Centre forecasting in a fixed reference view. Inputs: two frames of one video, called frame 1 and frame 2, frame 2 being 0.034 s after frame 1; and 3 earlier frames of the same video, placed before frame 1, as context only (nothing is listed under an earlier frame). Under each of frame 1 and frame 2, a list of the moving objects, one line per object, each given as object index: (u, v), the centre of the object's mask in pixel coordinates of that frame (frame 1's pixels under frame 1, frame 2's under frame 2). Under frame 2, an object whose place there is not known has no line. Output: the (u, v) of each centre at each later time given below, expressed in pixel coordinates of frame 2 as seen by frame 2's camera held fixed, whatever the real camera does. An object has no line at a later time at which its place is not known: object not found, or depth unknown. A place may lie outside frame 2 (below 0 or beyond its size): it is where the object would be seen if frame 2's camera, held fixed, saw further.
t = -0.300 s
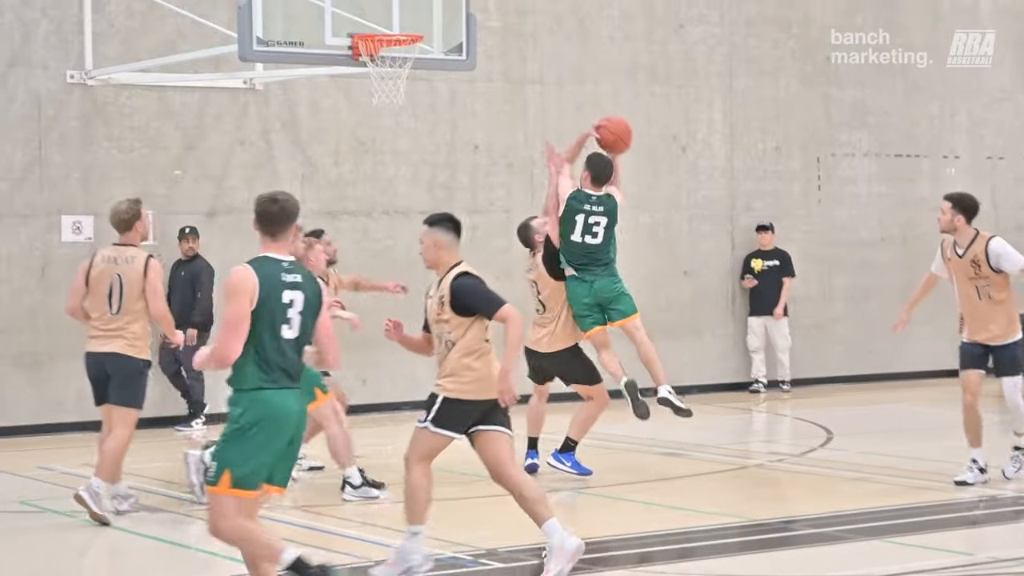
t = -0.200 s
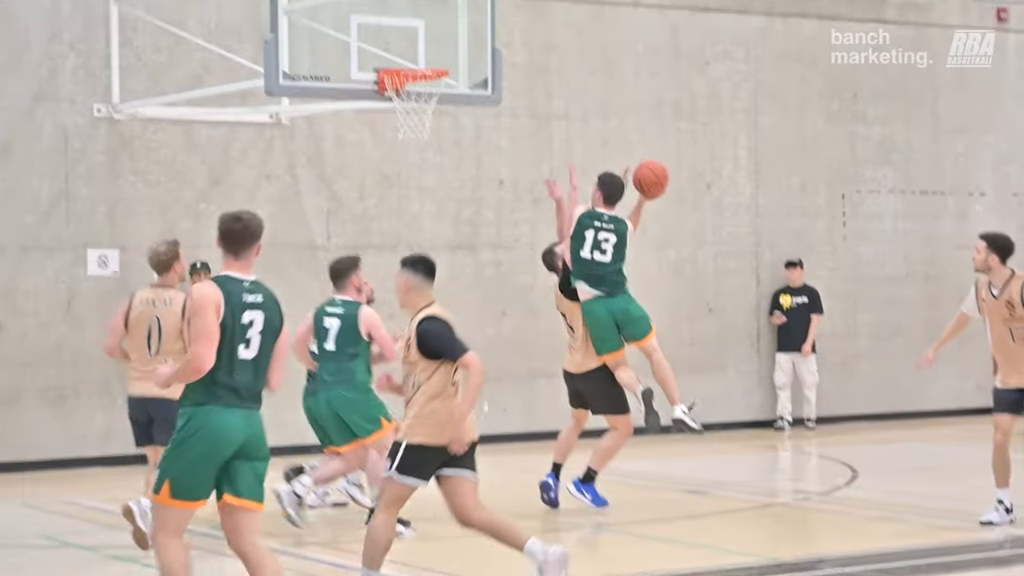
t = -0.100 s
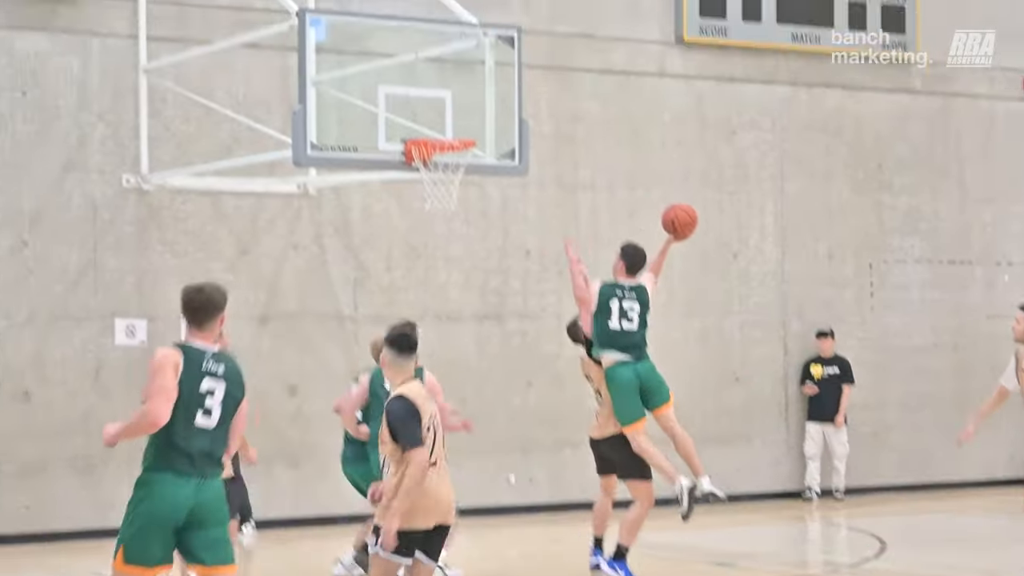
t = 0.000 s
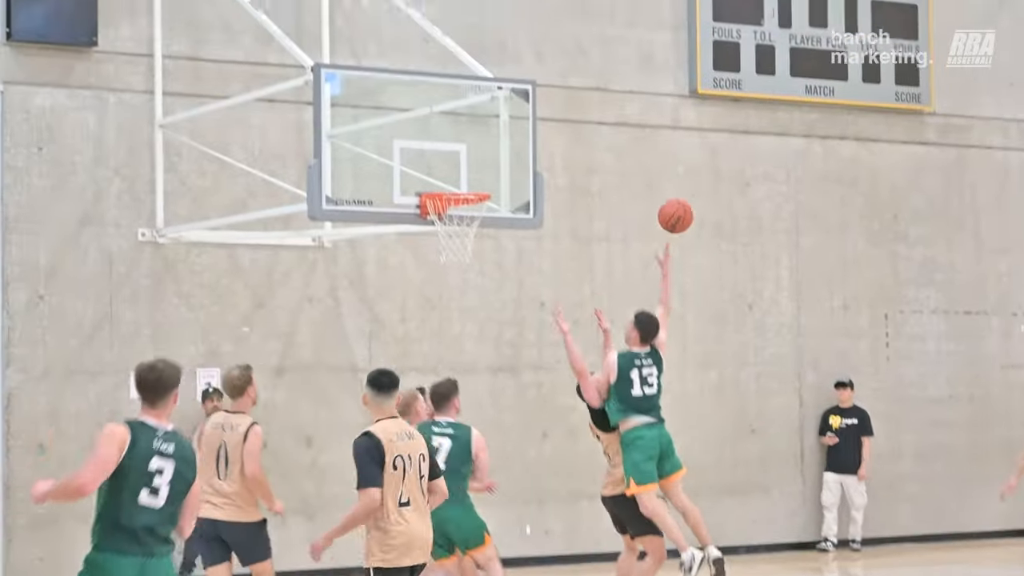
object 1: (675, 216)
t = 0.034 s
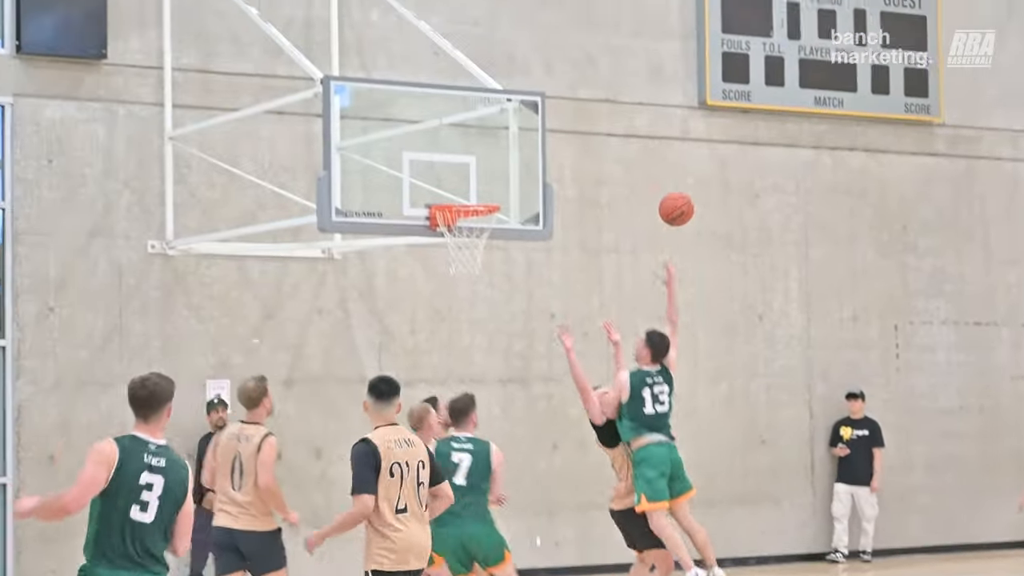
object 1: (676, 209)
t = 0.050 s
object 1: (671, 200)
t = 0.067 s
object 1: (666, 192)
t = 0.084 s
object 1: (662, 184)
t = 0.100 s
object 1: (657, 177)
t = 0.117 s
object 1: (653, 170)
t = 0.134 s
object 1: (649, 163)
